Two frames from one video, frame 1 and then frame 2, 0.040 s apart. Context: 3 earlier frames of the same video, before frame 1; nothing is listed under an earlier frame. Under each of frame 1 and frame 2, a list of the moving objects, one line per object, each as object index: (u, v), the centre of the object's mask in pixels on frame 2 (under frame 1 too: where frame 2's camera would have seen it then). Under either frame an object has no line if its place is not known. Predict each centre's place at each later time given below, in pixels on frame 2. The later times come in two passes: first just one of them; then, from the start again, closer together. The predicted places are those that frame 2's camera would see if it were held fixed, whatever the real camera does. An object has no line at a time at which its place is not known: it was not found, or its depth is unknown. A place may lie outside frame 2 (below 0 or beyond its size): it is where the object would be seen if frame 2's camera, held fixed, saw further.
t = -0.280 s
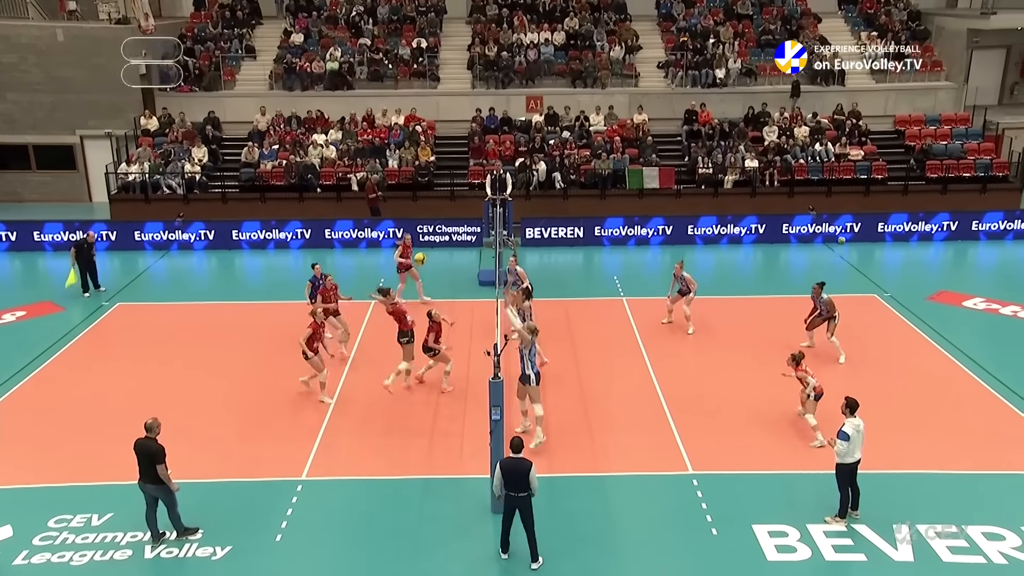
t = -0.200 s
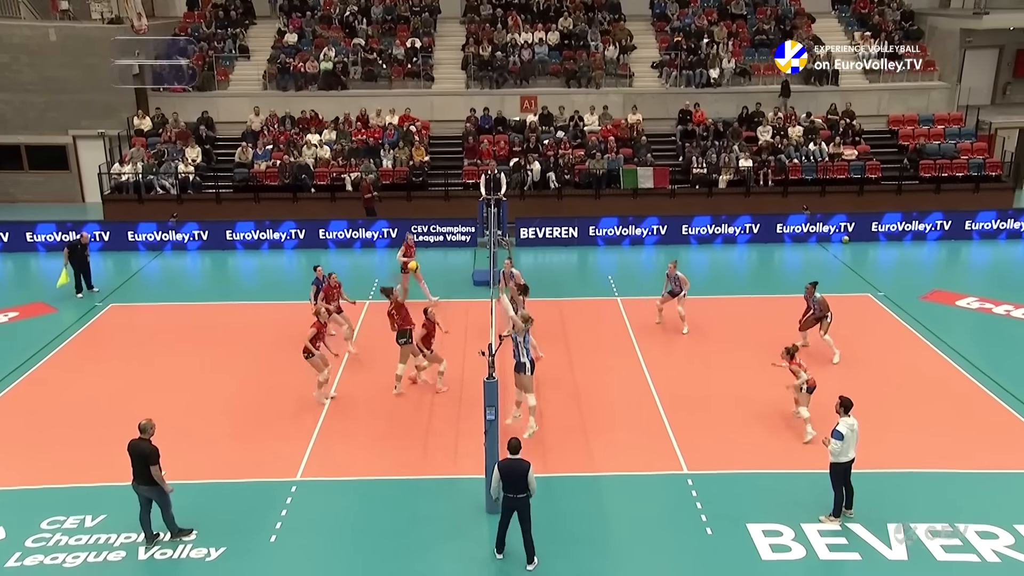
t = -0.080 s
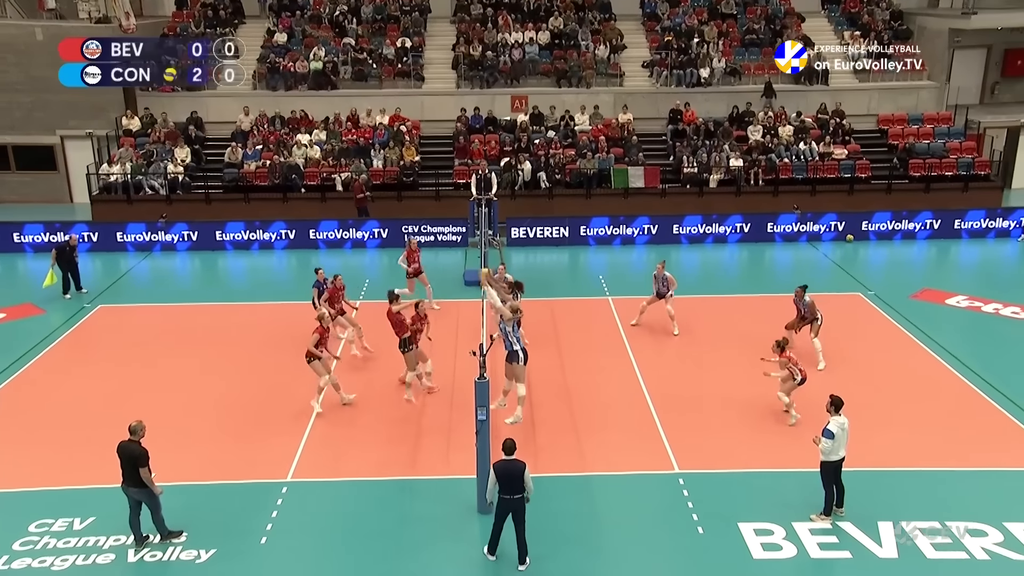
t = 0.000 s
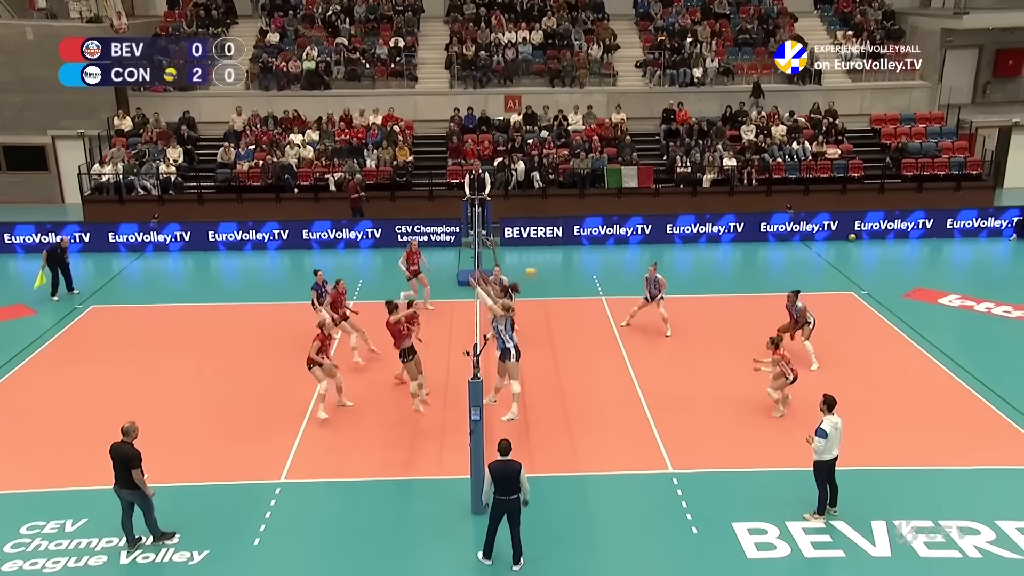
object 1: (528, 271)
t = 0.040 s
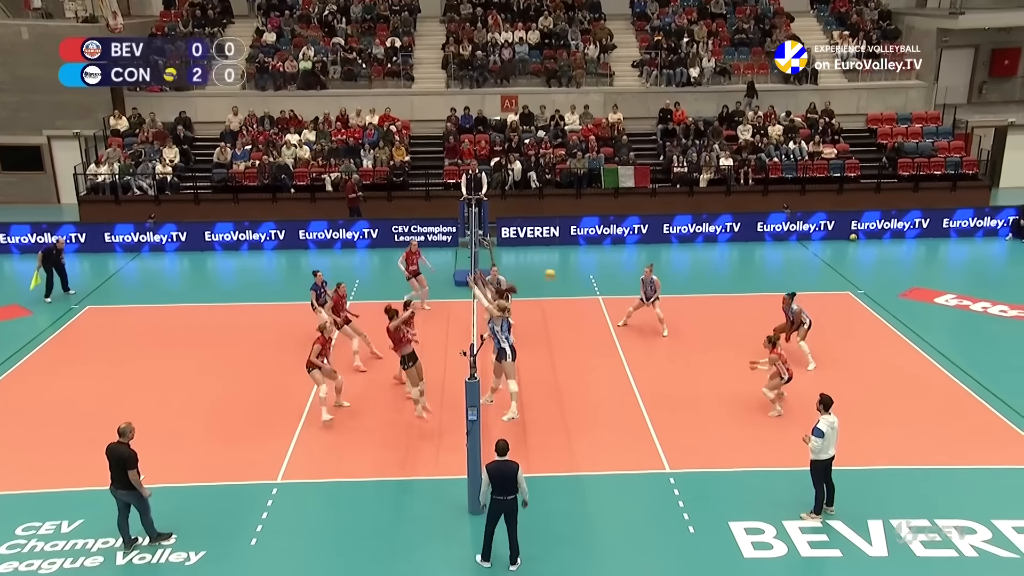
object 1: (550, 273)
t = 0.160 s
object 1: (609, 284)
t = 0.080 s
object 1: (571, 276)
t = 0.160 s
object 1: (609, 284)
